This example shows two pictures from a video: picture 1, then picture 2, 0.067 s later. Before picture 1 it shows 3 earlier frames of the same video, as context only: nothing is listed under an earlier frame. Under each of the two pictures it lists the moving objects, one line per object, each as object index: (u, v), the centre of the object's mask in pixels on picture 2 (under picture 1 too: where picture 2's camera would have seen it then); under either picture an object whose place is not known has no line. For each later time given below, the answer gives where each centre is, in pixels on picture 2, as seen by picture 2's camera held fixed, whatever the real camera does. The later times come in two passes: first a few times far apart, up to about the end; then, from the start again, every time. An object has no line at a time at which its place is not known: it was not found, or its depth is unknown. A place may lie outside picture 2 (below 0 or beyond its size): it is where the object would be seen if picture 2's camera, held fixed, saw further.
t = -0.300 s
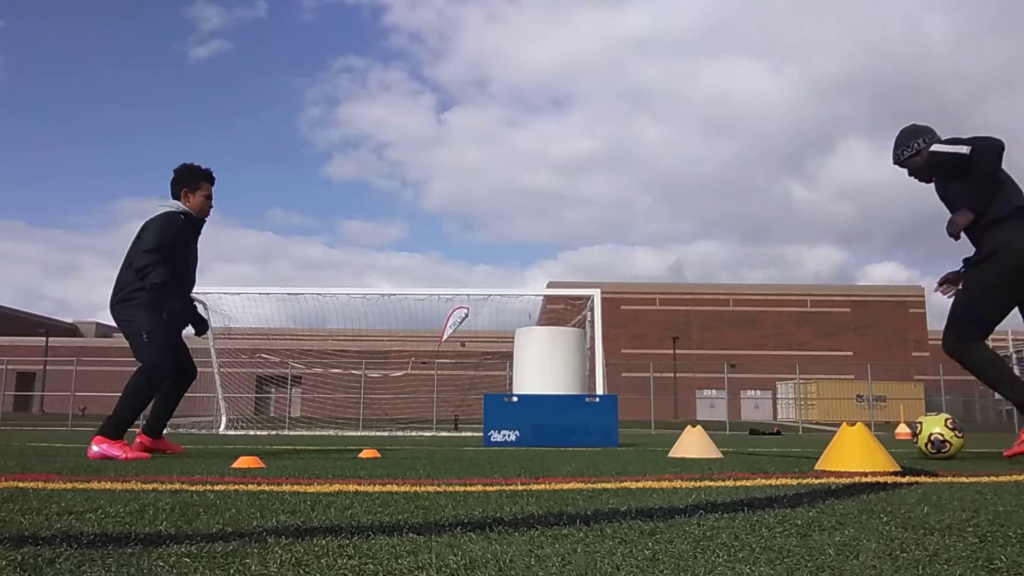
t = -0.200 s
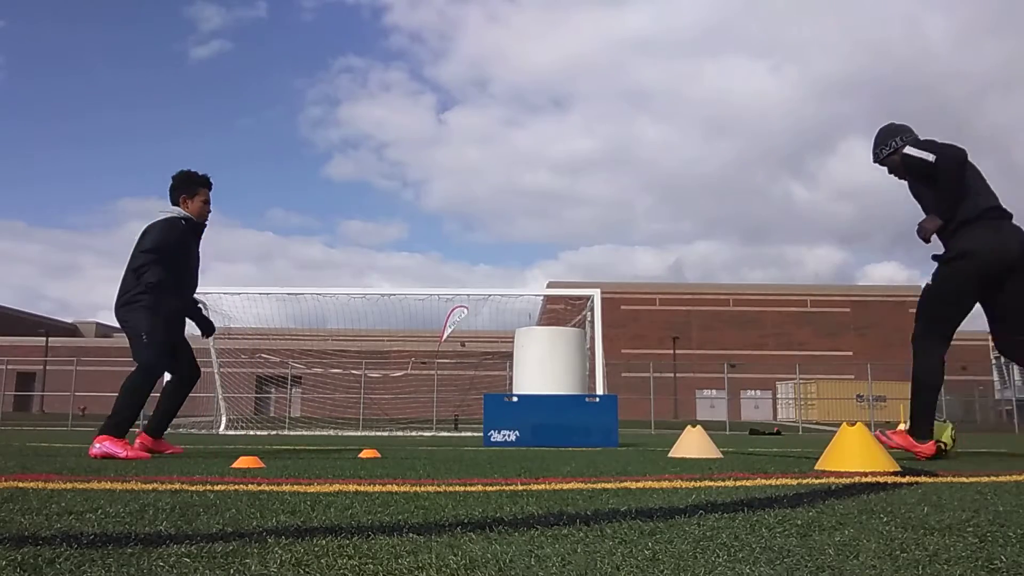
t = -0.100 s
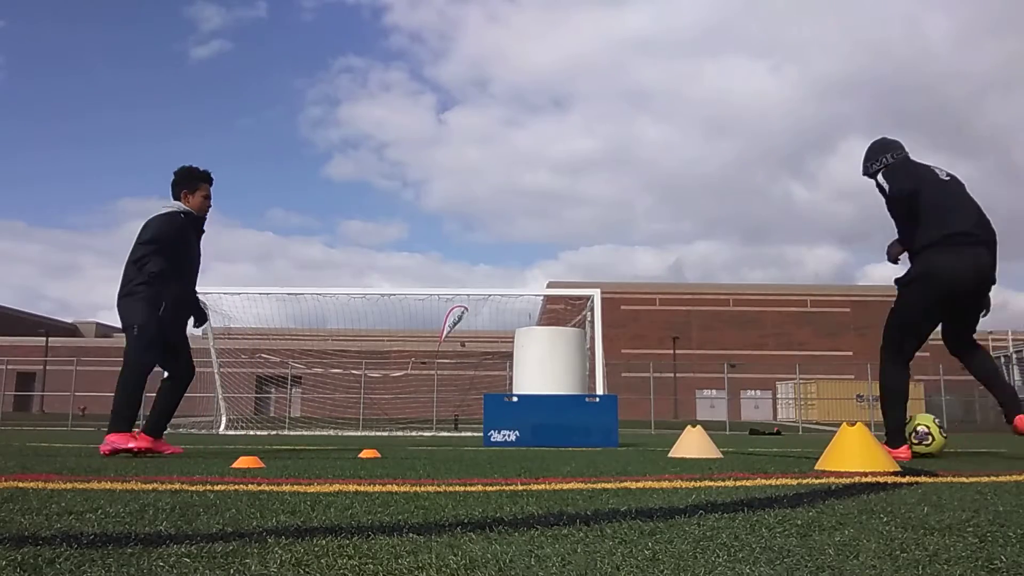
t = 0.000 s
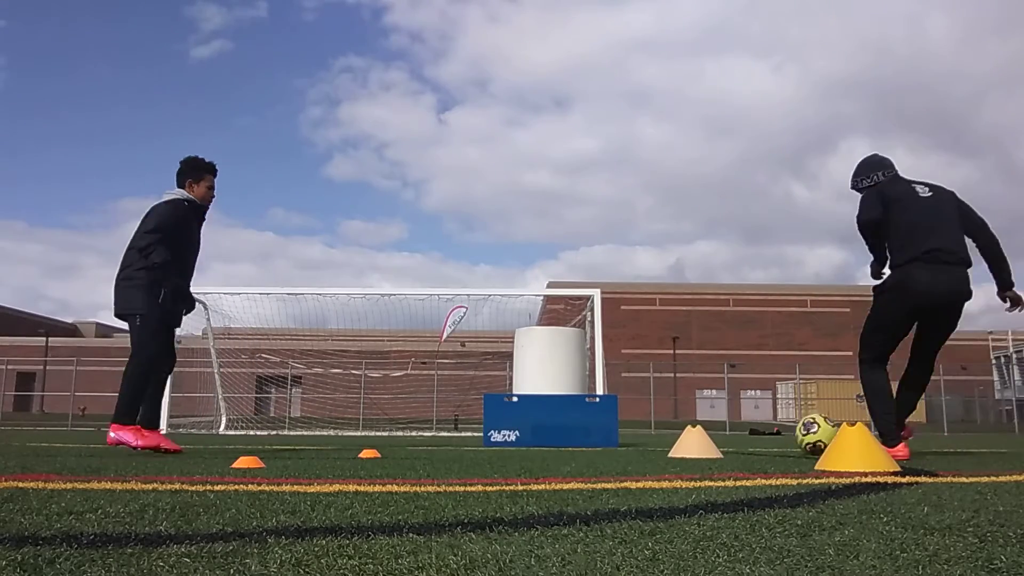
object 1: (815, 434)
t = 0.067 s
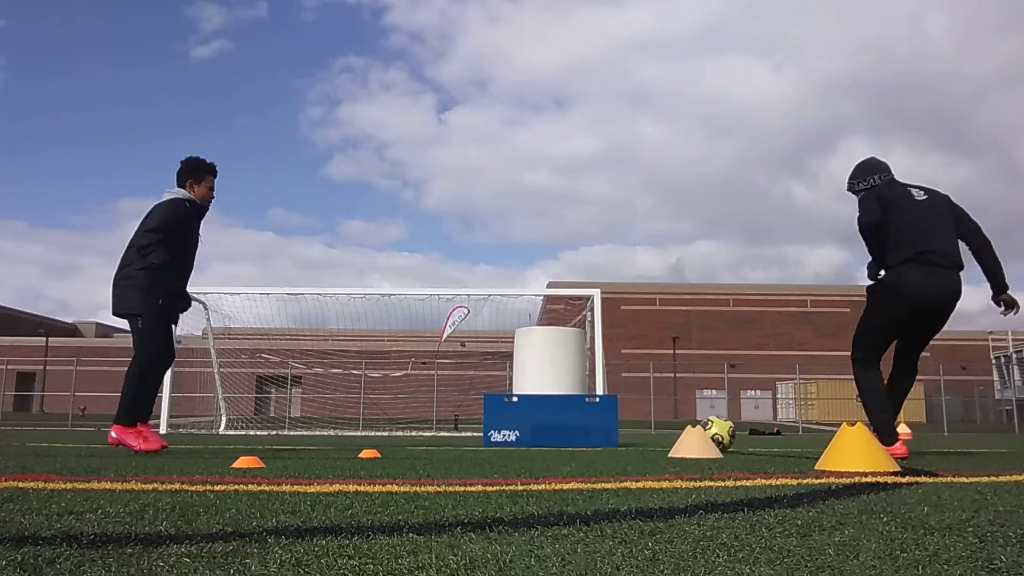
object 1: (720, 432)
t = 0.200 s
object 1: (572, 432)
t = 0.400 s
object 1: (447, 431)
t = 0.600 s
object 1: (324, 432)
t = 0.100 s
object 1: (672, 429)
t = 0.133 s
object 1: (637, 432)
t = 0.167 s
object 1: (603, 433)
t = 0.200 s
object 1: (572, 432)
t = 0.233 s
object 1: (544, 432)
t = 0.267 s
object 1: (524, 431)
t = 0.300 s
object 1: (505, 431)
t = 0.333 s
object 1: (486, 433)
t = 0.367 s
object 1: (466, 432)
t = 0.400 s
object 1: (447, 431)
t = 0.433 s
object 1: (427, 432)
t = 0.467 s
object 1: (407, 432)
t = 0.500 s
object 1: (386, 432)
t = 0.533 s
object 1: (366, 432)
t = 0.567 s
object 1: (345, 432)
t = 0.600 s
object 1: (324, 432)
